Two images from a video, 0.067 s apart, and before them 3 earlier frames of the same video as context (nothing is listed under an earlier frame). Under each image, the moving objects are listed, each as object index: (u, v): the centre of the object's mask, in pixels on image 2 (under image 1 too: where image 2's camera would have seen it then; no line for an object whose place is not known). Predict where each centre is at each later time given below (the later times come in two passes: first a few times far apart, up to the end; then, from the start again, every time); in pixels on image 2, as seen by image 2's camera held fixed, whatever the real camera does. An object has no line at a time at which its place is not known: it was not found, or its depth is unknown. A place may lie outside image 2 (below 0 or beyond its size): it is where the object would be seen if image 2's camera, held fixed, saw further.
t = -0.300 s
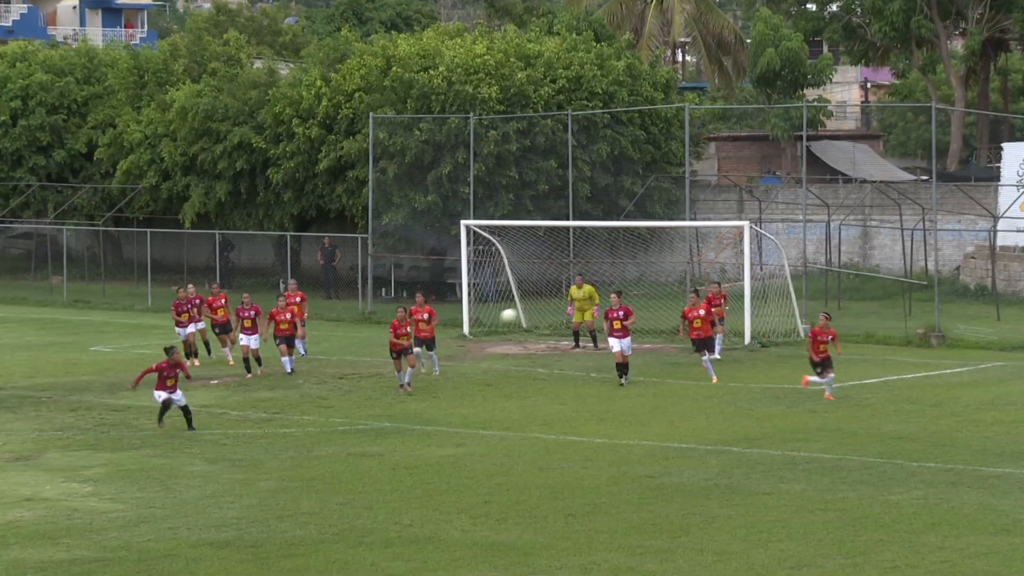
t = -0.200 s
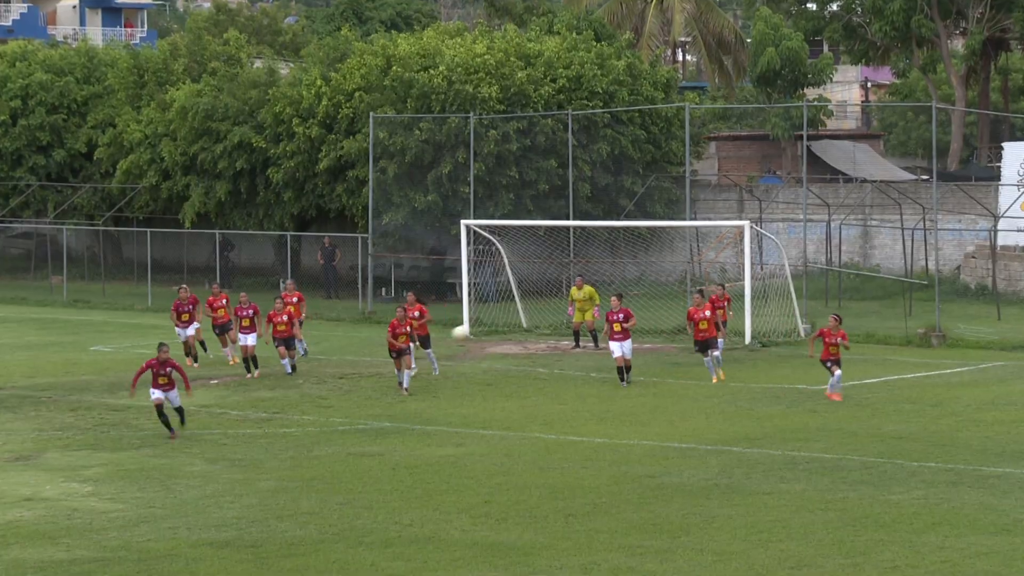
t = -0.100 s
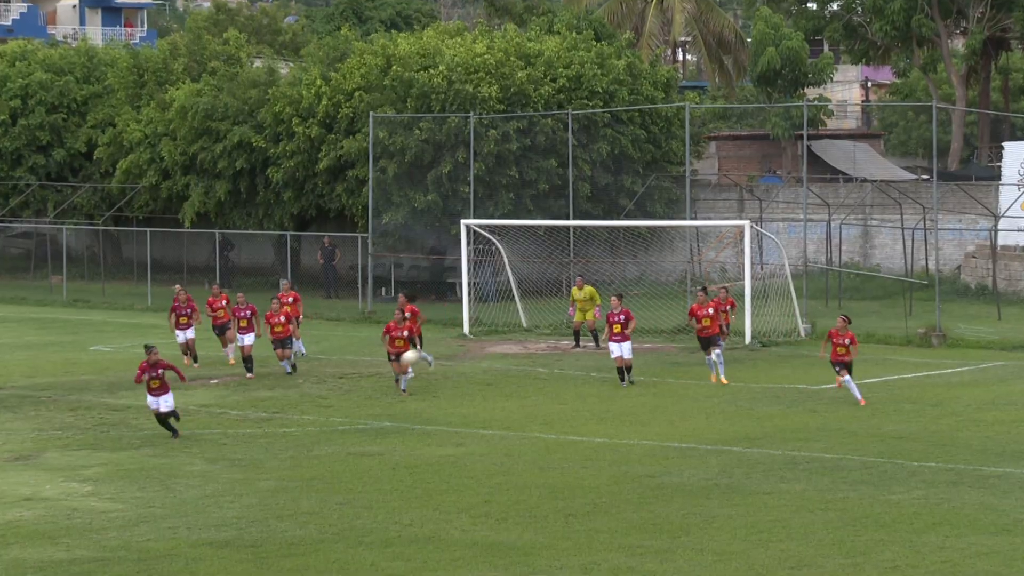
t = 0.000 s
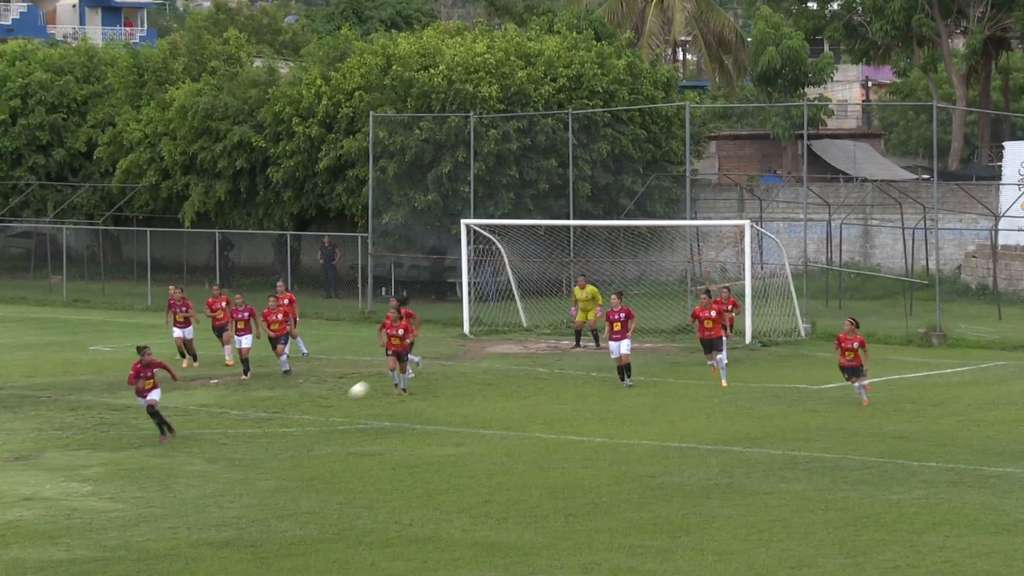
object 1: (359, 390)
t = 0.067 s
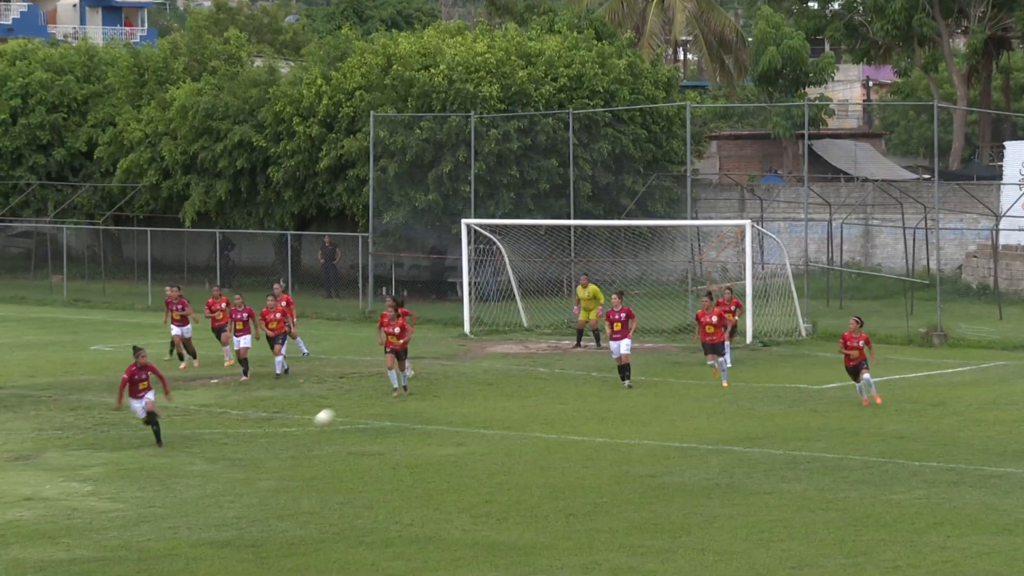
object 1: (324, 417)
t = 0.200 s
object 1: (257, 442)
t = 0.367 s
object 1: (186, 409)
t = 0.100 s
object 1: (306, 433)
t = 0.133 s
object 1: (288, 449)
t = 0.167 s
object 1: (271, 452)
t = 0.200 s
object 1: (257, 442)
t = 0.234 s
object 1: (243, 434)
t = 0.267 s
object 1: (229, 427)
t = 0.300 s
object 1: (215, 420)
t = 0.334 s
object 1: (201, 414)
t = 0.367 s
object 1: (186, 409)
